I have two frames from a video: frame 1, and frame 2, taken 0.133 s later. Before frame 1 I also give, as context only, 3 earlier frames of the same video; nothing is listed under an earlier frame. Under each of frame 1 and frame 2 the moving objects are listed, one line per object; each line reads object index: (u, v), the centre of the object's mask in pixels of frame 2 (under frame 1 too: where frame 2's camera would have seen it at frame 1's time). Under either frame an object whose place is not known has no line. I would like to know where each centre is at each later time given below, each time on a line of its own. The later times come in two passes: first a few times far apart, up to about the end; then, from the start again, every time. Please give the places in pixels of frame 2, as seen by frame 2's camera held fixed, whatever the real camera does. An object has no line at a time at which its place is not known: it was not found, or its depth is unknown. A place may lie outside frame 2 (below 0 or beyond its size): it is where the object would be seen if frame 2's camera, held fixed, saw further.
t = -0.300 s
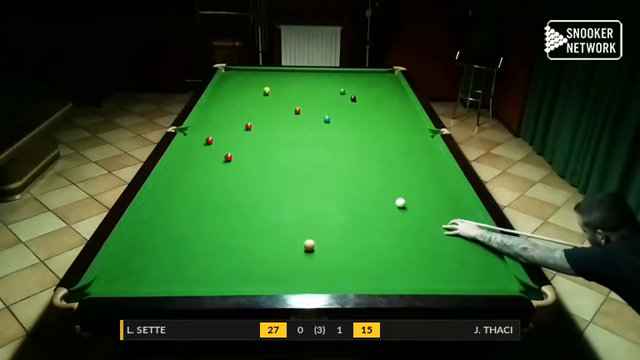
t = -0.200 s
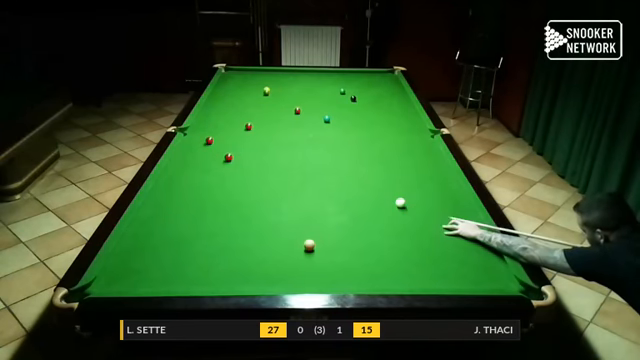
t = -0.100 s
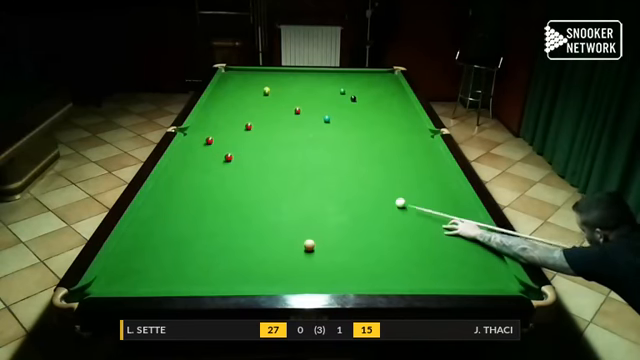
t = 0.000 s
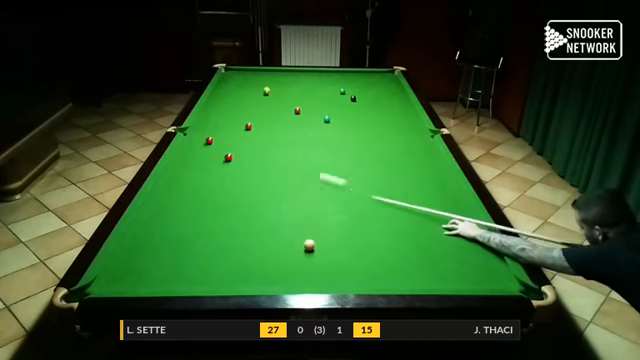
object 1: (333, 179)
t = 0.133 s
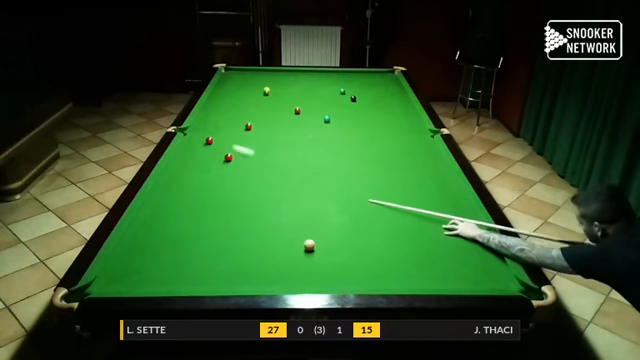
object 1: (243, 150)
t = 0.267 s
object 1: (215, 140)
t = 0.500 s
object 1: (211, 134)
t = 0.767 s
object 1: (205, 129)
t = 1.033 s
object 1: (201, 124)
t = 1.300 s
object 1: (197, 120)
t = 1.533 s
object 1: (200, 118)
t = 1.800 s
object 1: (205, 115)
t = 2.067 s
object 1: (208, 113)
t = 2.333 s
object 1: (212, 111)
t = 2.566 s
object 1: (214, 109)
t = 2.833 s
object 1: (216, 108)
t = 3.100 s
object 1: (218, 107)
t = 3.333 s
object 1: (219, 106)
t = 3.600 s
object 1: (220, 105)
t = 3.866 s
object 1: (221, 105)
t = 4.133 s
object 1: (221, 105)
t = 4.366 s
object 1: (221, 105)
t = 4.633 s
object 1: (221, 105)
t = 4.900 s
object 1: (221, 105)
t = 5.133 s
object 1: (221, 105)
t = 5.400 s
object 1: (221, 105)
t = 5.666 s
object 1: (221, 105)
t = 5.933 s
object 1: (221, 105)
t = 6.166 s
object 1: (221, 105)
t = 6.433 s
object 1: (221, 105)
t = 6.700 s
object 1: (221, 105)
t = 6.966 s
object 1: (221, 105)
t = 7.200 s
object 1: (221, 105)
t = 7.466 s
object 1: (221, 105)
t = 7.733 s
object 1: (221, 105)
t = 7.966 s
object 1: (221, 105)
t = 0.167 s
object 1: (224, 144)
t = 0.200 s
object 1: (215, 141)
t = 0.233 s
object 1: (215, 140)
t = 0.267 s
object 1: (215, 140)
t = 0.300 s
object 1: (215, 139)
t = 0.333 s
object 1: (214, 138)
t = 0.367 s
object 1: (213, 137)
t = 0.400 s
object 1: (213, 137)
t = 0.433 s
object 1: (212, 136)
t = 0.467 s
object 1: (211, 135)
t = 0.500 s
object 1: (211, 134)
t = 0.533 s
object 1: (210, 134)
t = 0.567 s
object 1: (209, 133)
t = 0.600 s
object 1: (209, 132)
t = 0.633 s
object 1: (208, 132)
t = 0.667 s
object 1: (207, 131)
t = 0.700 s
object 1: (207, 130)
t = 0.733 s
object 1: (206, 130)
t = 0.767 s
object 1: (205, 129)
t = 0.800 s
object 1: (205, 129)
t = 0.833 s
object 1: (204, 128)
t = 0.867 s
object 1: (203, 127)
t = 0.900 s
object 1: (203, 127)
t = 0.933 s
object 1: (202, 126)
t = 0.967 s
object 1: (202, 126)
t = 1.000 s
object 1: (201, 125)
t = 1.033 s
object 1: (201, 124)
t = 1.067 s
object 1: (200, 124)
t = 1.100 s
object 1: (200, 123)
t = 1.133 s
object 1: (199, 123)
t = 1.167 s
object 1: (199, 122)
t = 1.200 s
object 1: (198, 122)
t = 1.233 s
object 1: (198, 121)
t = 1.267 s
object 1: (197, 121)
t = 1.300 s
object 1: (197, 120)
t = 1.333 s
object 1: (197, 120)
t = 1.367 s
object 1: (198, 119)
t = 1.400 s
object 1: (198, 119)
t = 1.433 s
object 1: (199, 119)
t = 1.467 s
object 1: (199, 118)
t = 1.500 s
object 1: (200, 118)
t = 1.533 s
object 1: (200, 118)
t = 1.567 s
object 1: (201, 117)
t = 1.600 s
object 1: (202, 117)
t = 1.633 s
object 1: (202, 116)
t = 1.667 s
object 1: (203, 116)
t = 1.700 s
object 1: (203, 116)
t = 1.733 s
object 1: (204, 116)
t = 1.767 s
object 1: (204, 115)
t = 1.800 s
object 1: (205, 115)
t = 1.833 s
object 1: (205, 115)
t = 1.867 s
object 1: (205, 114)
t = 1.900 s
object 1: (206, 114)
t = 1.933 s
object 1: (207, 114)
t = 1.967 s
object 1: (207, 113)
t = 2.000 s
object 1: (207, 113)
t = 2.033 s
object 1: (208, 113)
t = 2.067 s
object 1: (208, 113)
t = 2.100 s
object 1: (209, 112)
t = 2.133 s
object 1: (209, 112)
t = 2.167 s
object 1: (210, 112)
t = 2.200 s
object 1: (210, 112)
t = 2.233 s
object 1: (210, 111)
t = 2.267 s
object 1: (210, 111)
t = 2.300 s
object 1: (211, 111)
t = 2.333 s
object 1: (212, 111)
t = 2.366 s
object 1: (211, 110)
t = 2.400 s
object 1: (212, 110)
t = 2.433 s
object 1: (212, 110)
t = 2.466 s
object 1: (213, 110)
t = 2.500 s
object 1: (213, 110)
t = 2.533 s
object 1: (214, 109)
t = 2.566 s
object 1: (214, 109)
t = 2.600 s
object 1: (214, 109)
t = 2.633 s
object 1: (215, 109)
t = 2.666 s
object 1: (215, 109)
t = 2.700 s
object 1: (215, 108)
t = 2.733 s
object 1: (215, 108)
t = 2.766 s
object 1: (216, 108)
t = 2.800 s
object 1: (216, 108)
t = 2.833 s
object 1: (216, 108)
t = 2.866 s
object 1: (217, 107)
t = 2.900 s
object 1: (217, 107)
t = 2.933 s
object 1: (217, 107)
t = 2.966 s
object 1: (217, 107)
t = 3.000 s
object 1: (218, 107)
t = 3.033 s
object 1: (218, 107)
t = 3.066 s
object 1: (218, 107)
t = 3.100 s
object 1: (218, 107)
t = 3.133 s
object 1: (218, 107)
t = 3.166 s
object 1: (219, 106)
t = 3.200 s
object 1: (219, 106)
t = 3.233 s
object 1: (219, 106)
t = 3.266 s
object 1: (219, 106)
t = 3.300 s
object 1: (219, 106)
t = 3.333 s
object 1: (219, 106)
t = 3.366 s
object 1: (220, 106)
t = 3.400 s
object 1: (220, 106)
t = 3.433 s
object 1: (220, 106)
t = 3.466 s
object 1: (220, 106)
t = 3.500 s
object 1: (220, 106)
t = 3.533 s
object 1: (220, 105)
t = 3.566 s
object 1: (220, 105)
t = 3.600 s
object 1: (220, 105)
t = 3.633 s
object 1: (220, 105)
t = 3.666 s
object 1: (220, 105)
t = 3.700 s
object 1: (221, 105)
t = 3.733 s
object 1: (221, 105)
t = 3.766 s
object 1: (221, 105)
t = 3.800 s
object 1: (221, 105)
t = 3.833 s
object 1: (221, 105)
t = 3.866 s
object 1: (221, 105)
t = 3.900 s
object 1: (221, 105)
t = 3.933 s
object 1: (221, 105)
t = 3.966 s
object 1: (221, 105)
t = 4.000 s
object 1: (221, 105)
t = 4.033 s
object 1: (221, 105)
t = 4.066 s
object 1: (221, 105)
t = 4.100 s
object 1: (221, 105)
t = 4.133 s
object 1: (221, 105)
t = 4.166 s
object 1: (221, 105)
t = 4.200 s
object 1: (221, 105)
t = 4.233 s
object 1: (221, 105)
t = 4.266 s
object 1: (221, 105)
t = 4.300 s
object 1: (221, 105)
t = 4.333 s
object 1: (221, 105)
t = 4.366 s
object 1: (221, 105)
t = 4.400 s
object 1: (221, 105)
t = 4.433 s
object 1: (221, 105)
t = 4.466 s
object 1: (221, 105)
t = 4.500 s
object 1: (221, 105)
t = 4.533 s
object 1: (221, 105)
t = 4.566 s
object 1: (221, 105)
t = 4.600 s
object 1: (221, 105)
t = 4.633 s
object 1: (221, 105)
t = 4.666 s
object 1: (221, 105)
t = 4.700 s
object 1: (221, 105)
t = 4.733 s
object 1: (221, 105)
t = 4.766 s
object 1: (221, 105)
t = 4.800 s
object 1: (221, 105)
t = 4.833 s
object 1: (221, 105)
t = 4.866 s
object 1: (221, 105)
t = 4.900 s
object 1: (221, 105)
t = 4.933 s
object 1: (221, 105)
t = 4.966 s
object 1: (221, 105)
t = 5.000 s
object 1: (221, 105)
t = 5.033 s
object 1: (221, 105)
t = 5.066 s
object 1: (221, 105)
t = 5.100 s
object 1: (221, 105)
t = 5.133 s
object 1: (221, 105)
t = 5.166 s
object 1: (221, 105)
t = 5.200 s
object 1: (221, 105)
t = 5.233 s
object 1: (221, 105)
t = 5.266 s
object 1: (221, 105)
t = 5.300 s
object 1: (221, 105)
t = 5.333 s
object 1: (221, 105)
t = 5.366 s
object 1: (221, 105)
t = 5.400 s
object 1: (221, 105)
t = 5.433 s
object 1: (221, 105)
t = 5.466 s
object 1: (221, 105)
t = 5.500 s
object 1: (221, 105)
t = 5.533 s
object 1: (221, 105)
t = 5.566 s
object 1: (221, 105)
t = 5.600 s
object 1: (221, 105)
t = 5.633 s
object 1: (221, 105)
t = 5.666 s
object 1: (221, 105)
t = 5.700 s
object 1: (221, 105)
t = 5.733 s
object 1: (221, 105)
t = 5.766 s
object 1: (221, 105)
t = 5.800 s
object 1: (221, 105)
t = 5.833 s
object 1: (221, 105)
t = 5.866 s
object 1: (221, 105)
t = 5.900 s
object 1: (221, 105)
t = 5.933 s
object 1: (221, 105)
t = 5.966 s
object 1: (221, 105)
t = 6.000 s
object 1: (221, 105)
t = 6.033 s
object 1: (221, 105)
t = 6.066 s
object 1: (221, 105)
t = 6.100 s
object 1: (221, 105)
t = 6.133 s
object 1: (221, 105)
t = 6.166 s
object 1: (221, 105)
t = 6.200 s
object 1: (221, 105)
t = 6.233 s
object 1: (221, 105)
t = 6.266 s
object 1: (221, 105)
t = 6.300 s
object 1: (221, 105)
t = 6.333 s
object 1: (221, 105)
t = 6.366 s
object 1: (221, 105)
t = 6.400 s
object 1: (221, 105)
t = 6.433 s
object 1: (221, 105)
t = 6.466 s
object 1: (221, 105)
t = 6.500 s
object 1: (221, 105)
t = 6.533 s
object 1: (221, 105)
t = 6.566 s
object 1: (221, 105)
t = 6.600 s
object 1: (221, 105)
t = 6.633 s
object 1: (221, 105)
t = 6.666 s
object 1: (221, 105)
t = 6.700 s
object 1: (221, 105)
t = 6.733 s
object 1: (221, 105)
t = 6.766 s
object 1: (221, 105)
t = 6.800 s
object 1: (221, 105)
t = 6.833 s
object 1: (221, 105)
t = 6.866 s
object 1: (221, 105)
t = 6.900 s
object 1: (221, 105)
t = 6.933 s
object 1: (221, 105)
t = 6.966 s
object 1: (221, 105)
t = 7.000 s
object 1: (221, 105)
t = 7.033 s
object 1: (221, 105)
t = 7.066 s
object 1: (221, 105)
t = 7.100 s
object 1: (221, 105)
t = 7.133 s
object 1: (221, 105)
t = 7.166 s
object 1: (221, 105)
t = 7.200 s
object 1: (221, 105)
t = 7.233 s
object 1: (221, 105)
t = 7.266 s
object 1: (221, 105)
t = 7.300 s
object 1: (221, 105)
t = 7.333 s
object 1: (221, 105)
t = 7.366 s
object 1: (221, 105)
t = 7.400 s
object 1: (221, 105)
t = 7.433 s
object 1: (221, 105)
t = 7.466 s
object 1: (221, 105)
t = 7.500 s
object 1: (221, 105)
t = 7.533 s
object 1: (221, 105)
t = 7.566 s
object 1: (221, 105)
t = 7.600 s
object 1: (221, 105)
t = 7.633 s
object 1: (221, 105)
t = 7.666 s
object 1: (221, 105)
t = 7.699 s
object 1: (221, 105)
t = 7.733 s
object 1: (221, 105)
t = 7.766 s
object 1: (221, 105)
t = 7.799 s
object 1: (221, 105)
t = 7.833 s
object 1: (221, 105)
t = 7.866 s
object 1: (221, 105)
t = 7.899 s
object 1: (221, 105)
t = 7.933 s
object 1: (221, 105)
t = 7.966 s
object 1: (221, 105)
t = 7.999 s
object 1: (221, 105)
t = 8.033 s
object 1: (221, 105)
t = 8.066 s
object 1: (221, 105)
